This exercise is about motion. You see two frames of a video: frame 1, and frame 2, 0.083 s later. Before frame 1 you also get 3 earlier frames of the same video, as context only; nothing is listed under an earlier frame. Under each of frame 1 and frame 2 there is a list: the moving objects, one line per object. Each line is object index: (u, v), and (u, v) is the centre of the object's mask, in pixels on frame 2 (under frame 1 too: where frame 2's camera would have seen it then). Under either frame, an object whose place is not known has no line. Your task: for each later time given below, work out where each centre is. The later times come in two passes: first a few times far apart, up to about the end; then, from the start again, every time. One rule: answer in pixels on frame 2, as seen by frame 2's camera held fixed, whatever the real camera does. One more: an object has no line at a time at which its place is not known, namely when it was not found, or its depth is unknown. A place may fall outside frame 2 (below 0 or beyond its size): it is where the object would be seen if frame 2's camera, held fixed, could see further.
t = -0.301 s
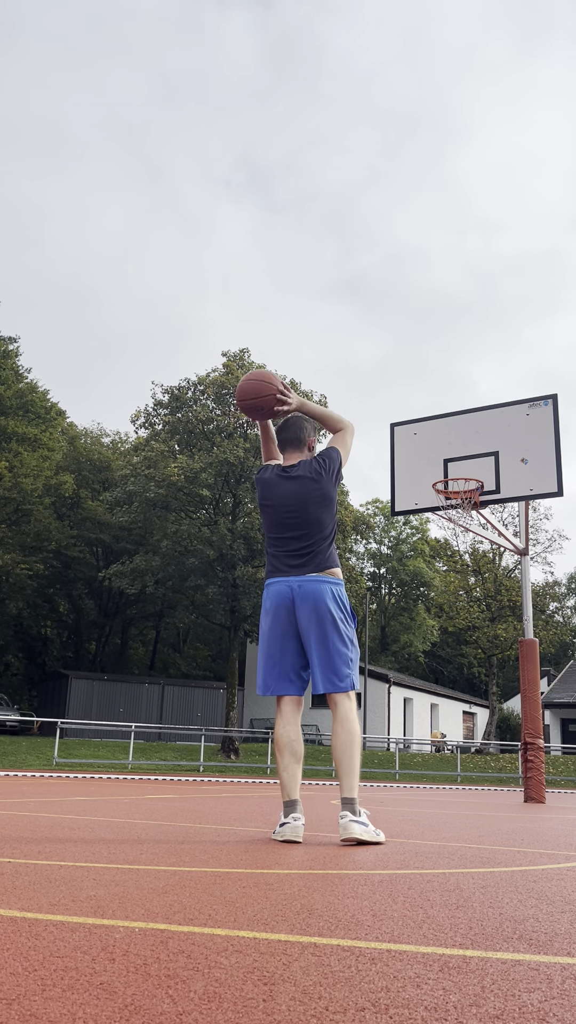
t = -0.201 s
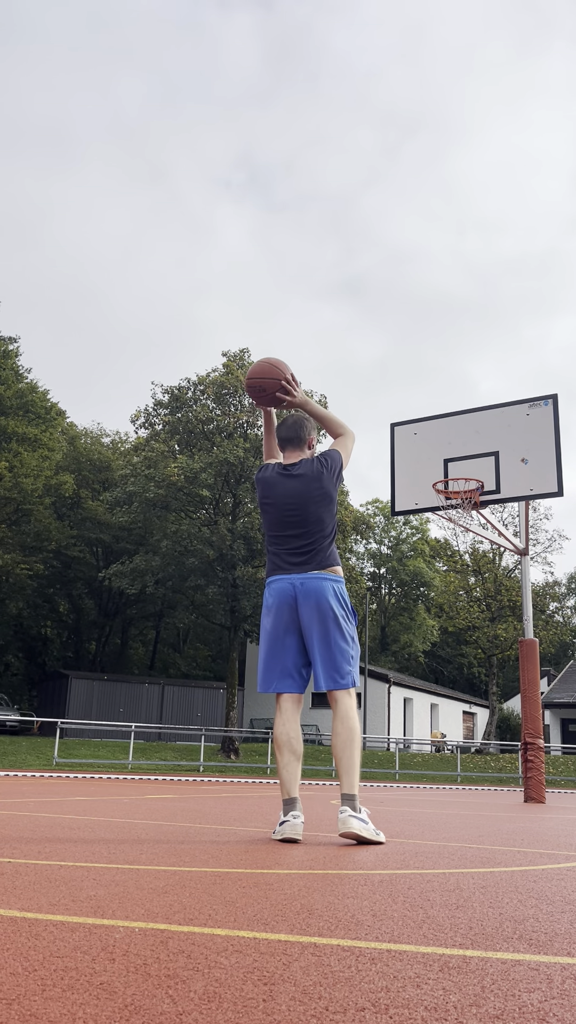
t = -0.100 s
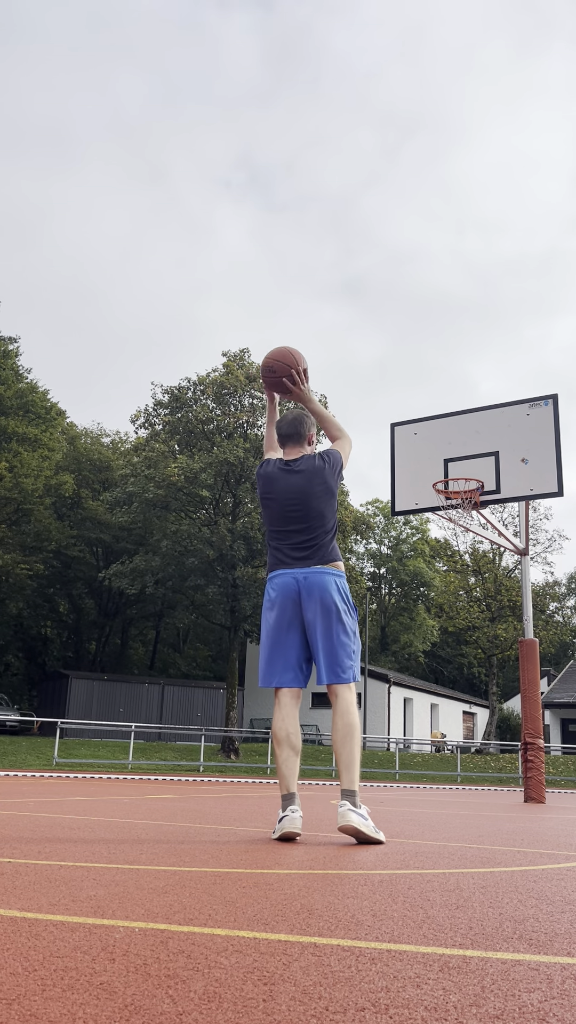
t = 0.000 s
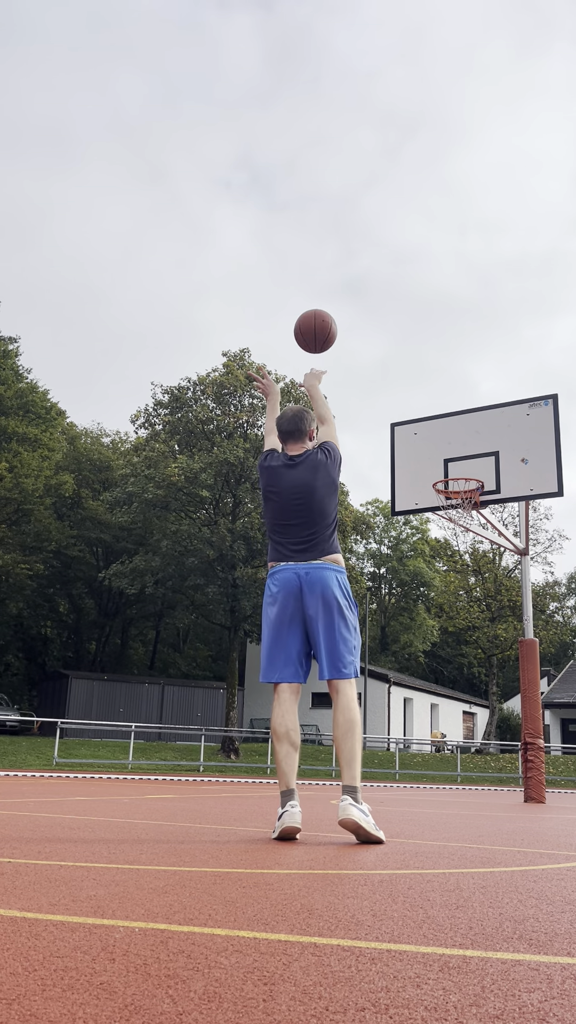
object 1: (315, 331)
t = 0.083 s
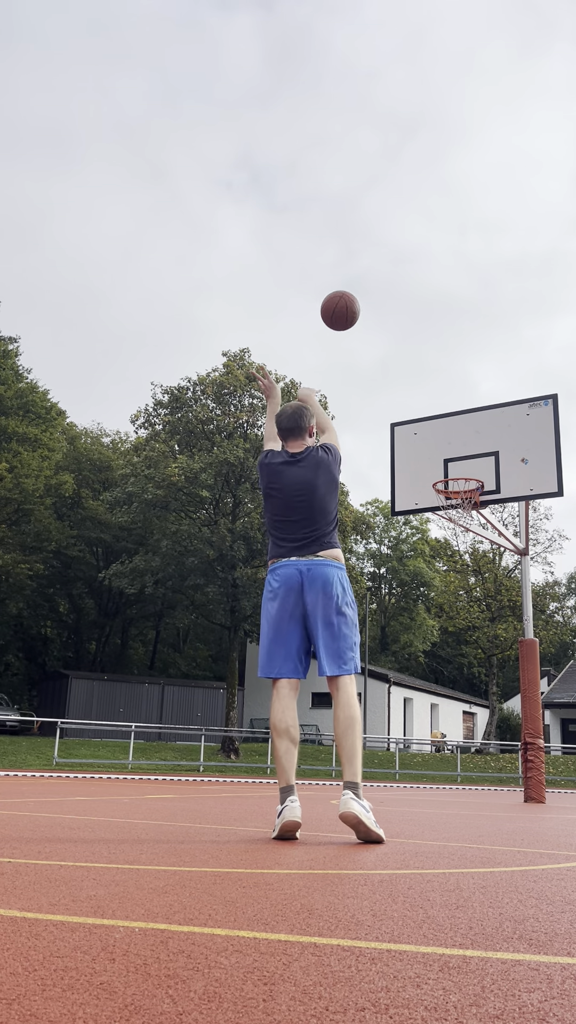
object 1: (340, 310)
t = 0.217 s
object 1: (371, 303)
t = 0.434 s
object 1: (407, 336)
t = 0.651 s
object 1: (433, 406)
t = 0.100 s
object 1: (344, 308)
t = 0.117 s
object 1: (349, 306)
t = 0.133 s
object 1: (353, 304)
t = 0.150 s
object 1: (357, 304)
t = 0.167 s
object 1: (361, 303)
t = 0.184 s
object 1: (364, 303)
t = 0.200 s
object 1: (368, 303)
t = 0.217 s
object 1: (371, 303)
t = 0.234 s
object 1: (374, 304)
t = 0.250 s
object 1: (378, 305)
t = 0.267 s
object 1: (380, 307)
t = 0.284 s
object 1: (384, 309)
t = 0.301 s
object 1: (387, 311)
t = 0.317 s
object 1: (389, 313)
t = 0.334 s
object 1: (392, 316)
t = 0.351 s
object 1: (395, 318)
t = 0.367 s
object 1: (397, 322)
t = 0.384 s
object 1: (400, 325)
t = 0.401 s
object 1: (402, 328)
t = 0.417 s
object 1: (405, 332)
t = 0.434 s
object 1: (407, 336)
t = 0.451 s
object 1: (409, 341)
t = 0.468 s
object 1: (411, 345)
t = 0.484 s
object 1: (414, 350)
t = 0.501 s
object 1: (416, 354)
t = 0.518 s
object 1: (418, 359)
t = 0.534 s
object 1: (420, 365)
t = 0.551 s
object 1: (422, 370)
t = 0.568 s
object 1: (424, 376)
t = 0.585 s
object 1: (426, 381)
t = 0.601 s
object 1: (428, 387)
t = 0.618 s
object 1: (430, 394)
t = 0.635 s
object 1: (431, 400)
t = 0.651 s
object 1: (433, 406)
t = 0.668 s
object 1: (435, 413)
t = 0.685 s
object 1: (436, 420)
